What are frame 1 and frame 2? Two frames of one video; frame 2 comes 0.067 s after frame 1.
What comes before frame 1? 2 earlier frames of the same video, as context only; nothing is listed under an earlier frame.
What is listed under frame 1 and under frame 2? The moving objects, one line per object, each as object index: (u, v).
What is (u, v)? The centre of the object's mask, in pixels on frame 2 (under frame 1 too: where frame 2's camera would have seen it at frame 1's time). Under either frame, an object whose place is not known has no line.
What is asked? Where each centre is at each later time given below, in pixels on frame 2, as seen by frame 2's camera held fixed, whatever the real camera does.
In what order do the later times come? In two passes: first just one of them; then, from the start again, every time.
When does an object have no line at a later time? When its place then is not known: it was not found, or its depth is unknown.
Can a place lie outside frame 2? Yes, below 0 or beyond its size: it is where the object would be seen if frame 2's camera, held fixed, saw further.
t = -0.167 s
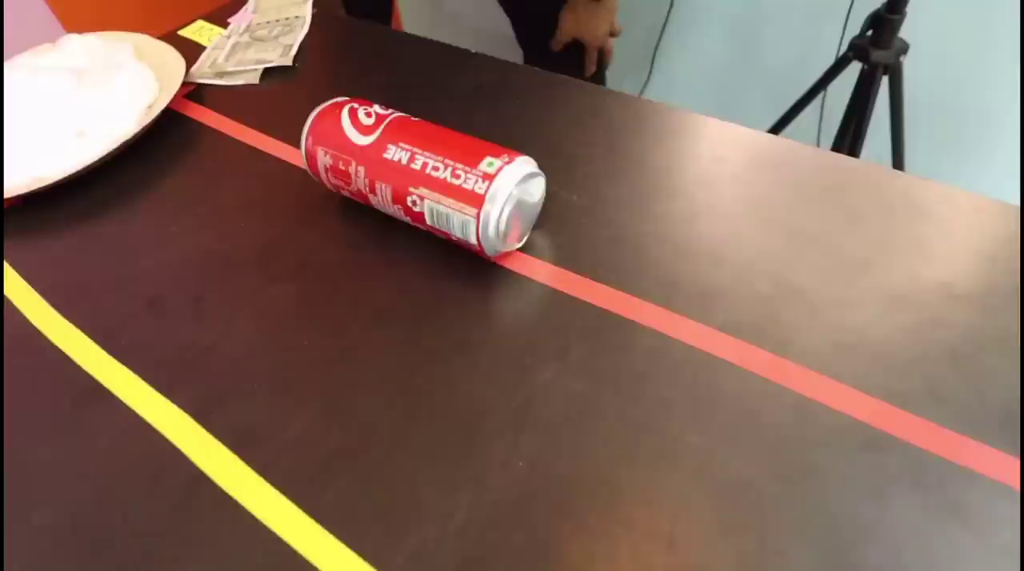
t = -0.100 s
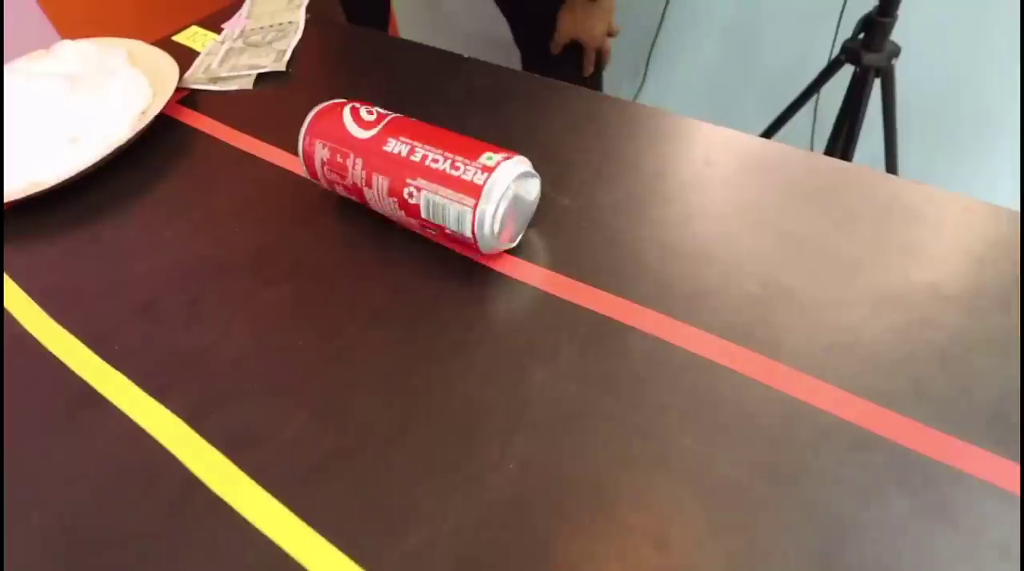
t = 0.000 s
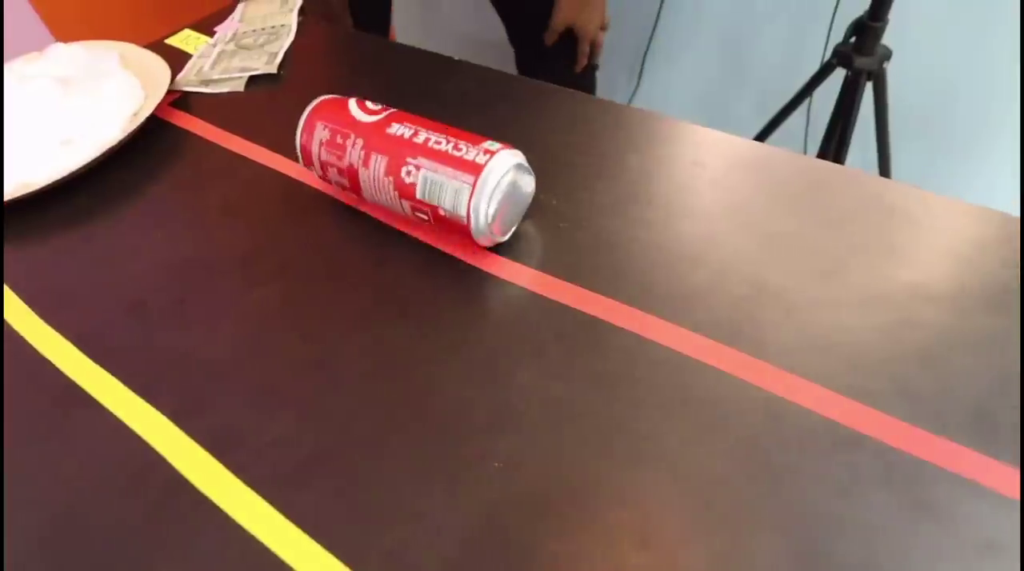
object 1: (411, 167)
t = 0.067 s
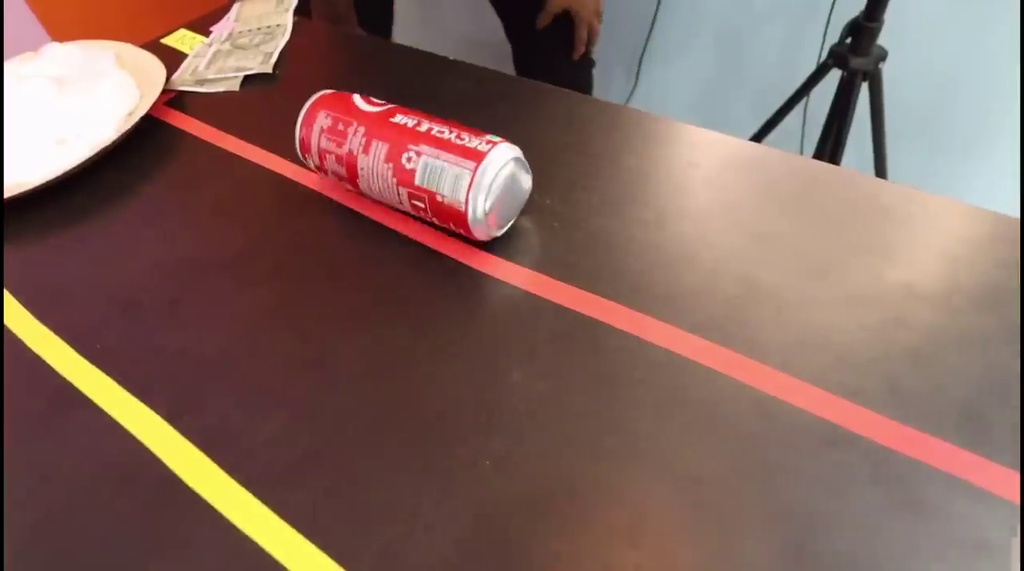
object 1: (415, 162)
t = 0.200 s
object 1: (423, 153)
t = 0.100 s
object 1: (417, 160)
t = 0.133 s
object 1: (419, 158)
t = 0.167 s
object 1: (421, 156)
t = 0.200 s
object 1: (423, 153)
